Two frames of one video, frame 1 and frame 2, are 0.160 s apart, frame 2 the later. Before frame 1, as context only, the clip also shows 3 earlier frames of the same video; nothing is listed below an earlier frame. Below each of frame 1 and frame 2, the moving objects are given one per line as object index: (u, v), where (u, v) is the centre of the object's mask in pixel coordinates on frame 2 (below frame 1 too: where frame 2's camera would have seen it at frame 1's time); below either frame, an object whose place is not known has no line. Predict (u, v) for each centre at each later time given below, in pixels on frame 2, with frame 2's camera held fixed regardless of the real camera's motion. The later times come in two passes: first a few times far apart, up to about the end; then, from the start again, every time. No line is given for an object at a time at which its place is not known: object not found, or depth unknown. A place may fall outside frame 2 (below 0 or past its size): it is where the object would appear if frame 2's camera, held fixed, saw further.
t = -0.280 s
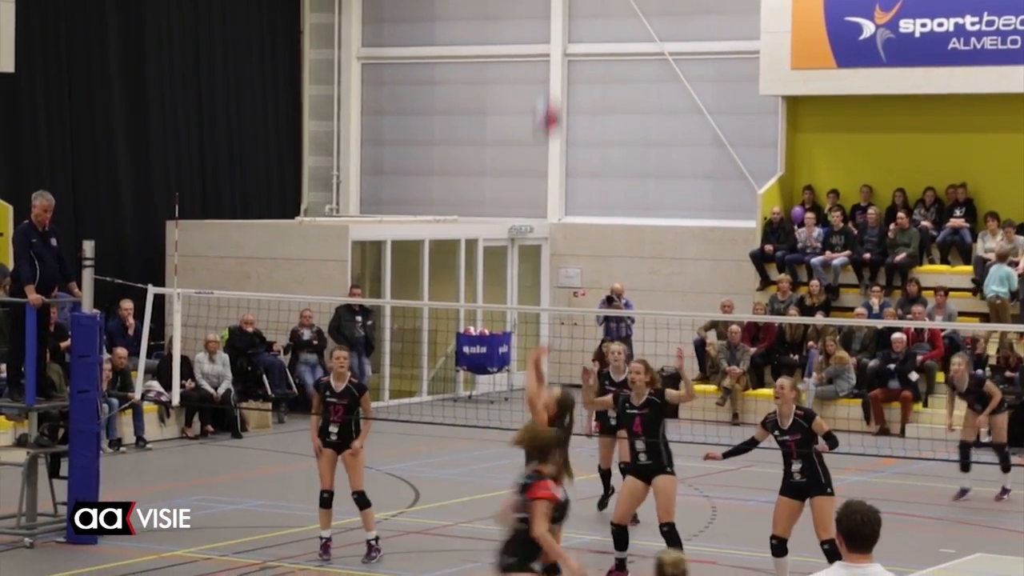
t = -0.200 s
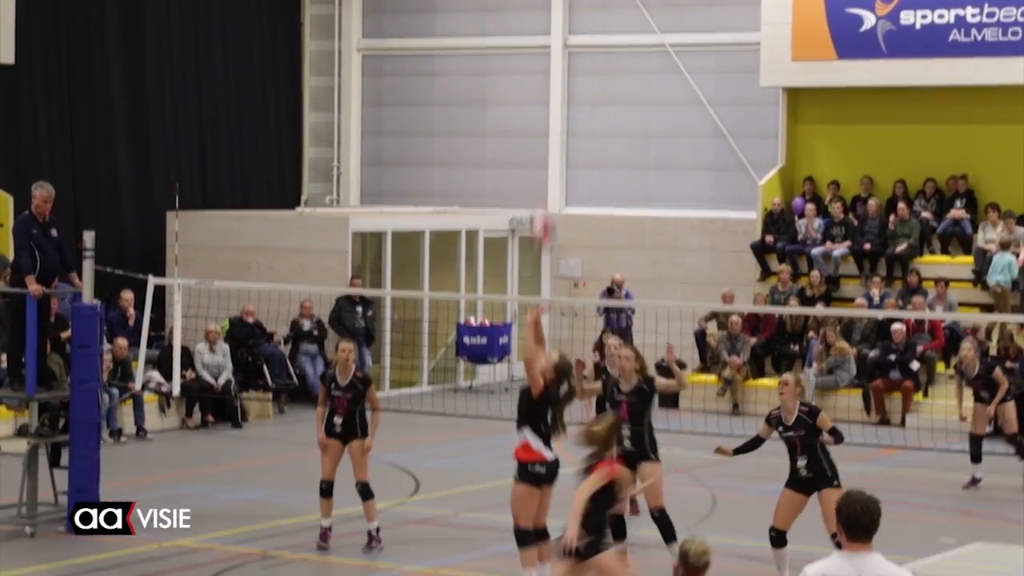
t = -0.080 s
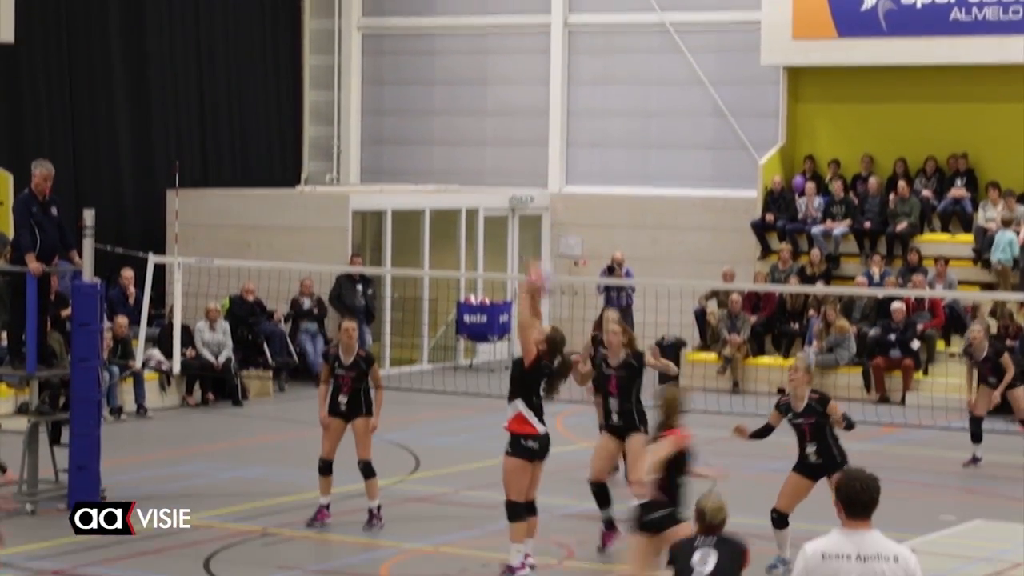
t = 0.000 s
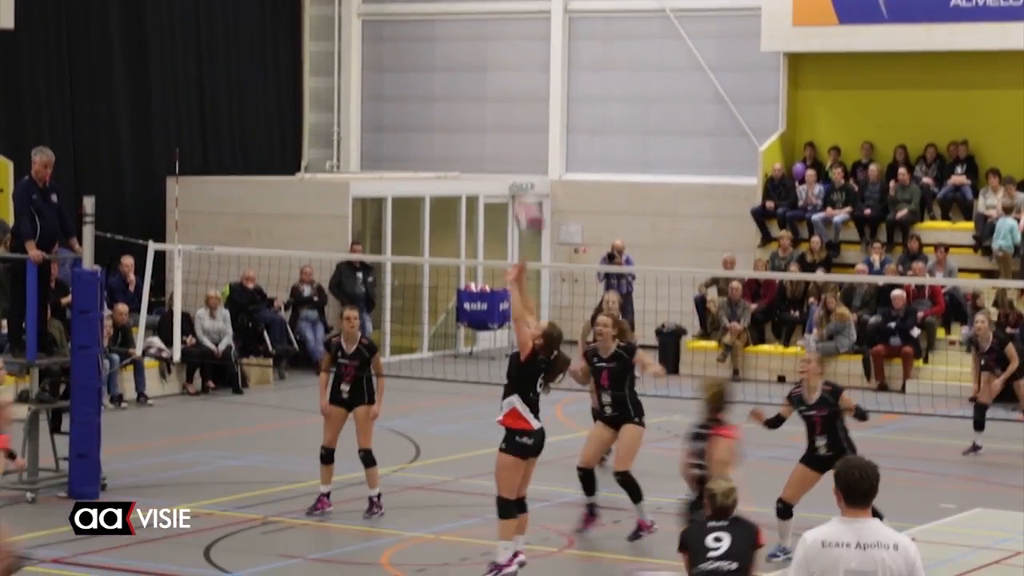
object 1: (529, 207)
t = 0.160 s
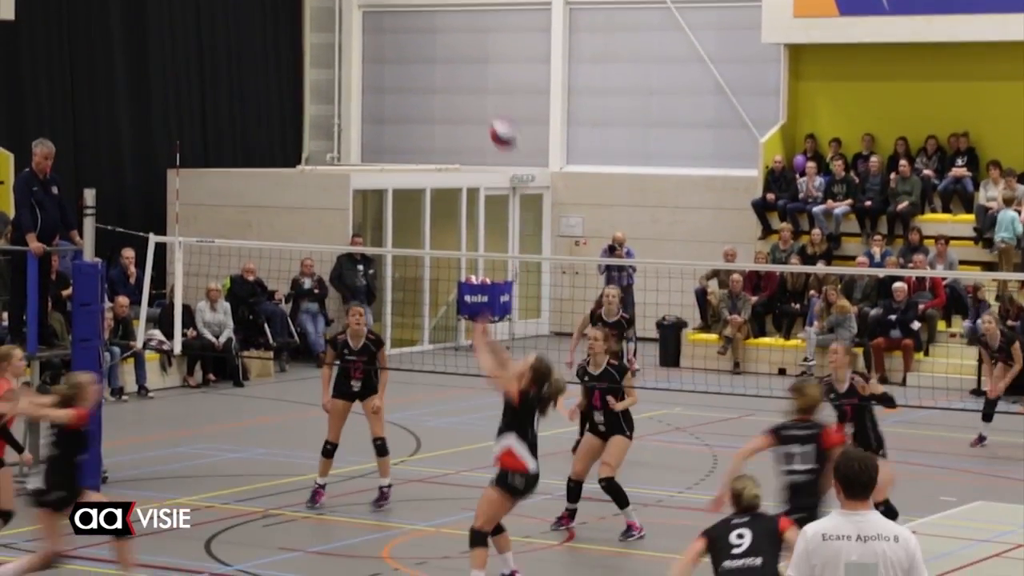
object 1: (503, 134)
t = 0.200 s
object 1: (498, 120)
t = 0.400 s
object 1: (465, 87)
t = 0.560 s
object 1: (439, 100)
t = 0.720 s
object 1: (414, 149)
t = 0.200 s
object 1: (498, 120)
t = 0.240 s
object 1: (491, 108)
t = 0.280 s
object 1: (485, 100)
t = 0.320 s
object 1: (478, 93)
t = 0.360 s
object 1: (472, 89)
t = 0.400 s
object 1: (465, 87)
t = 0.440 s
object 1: (459, 87)
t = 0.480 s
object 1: (452, 89)
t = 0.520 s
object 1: (446, 94)
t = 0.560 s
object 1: (439, 100)
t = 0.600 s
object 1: (433, 110)
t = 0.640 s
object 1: (427, 121)
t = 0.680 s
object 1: (421, 134)
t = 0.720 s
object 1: (414, 149)
